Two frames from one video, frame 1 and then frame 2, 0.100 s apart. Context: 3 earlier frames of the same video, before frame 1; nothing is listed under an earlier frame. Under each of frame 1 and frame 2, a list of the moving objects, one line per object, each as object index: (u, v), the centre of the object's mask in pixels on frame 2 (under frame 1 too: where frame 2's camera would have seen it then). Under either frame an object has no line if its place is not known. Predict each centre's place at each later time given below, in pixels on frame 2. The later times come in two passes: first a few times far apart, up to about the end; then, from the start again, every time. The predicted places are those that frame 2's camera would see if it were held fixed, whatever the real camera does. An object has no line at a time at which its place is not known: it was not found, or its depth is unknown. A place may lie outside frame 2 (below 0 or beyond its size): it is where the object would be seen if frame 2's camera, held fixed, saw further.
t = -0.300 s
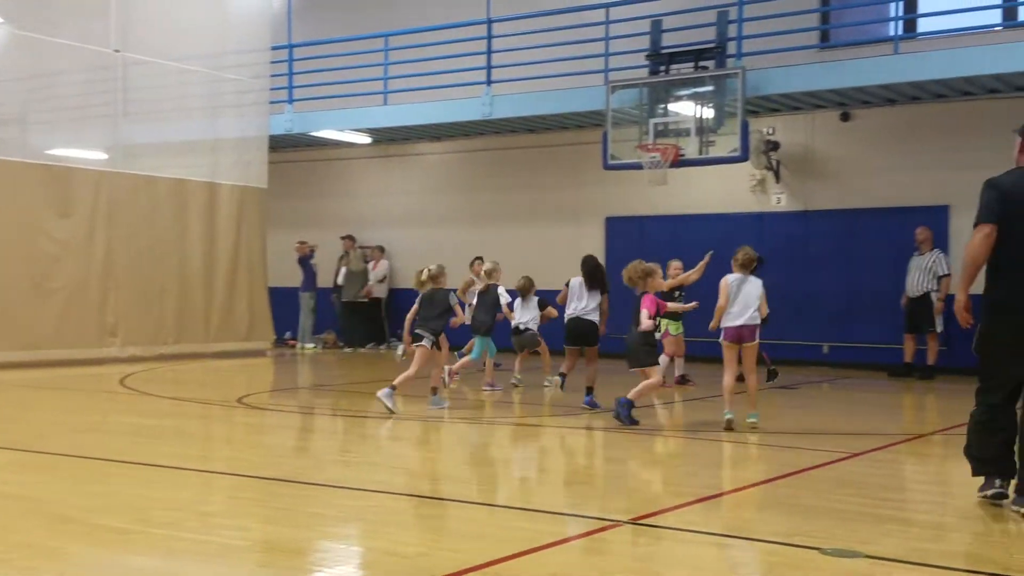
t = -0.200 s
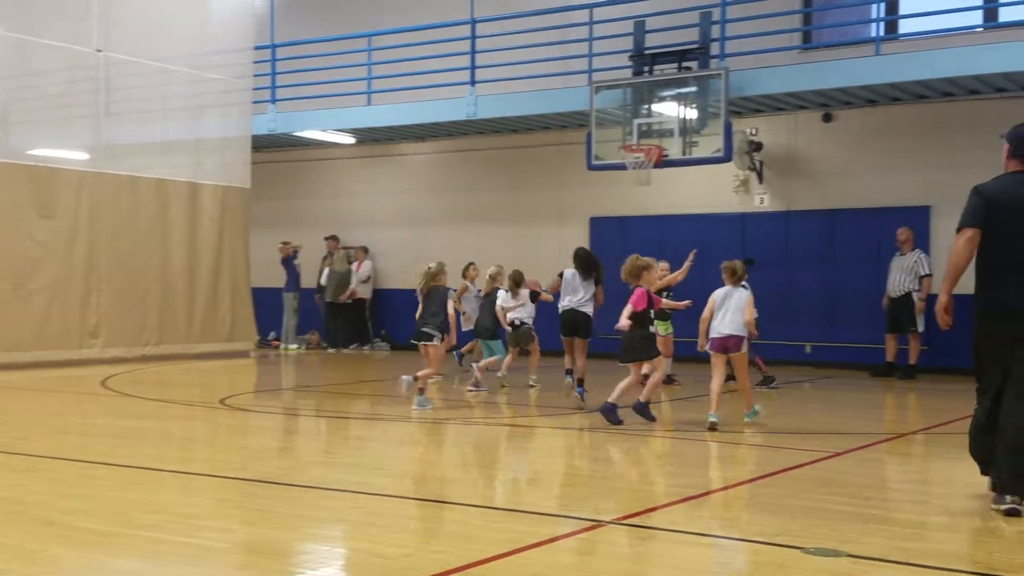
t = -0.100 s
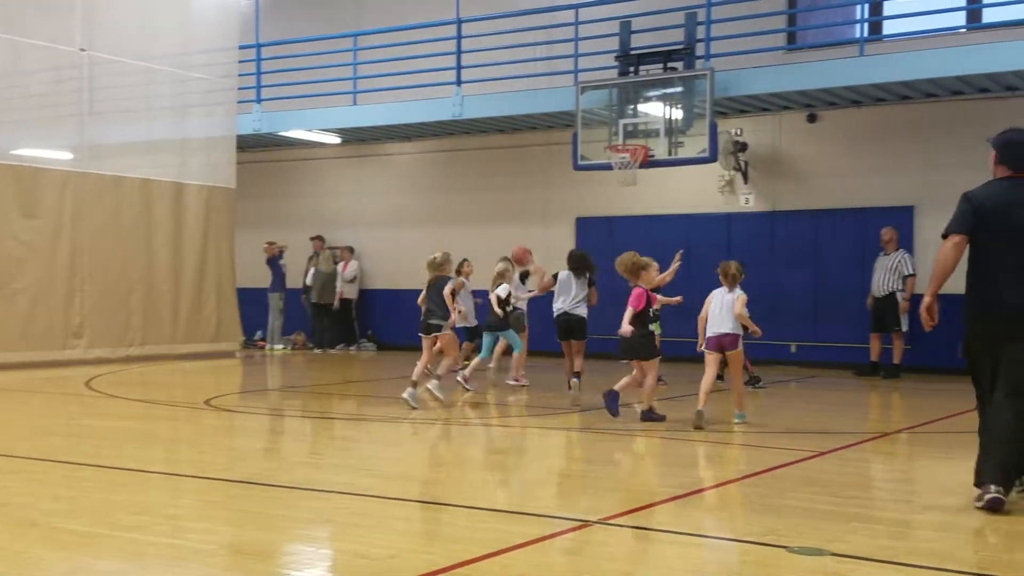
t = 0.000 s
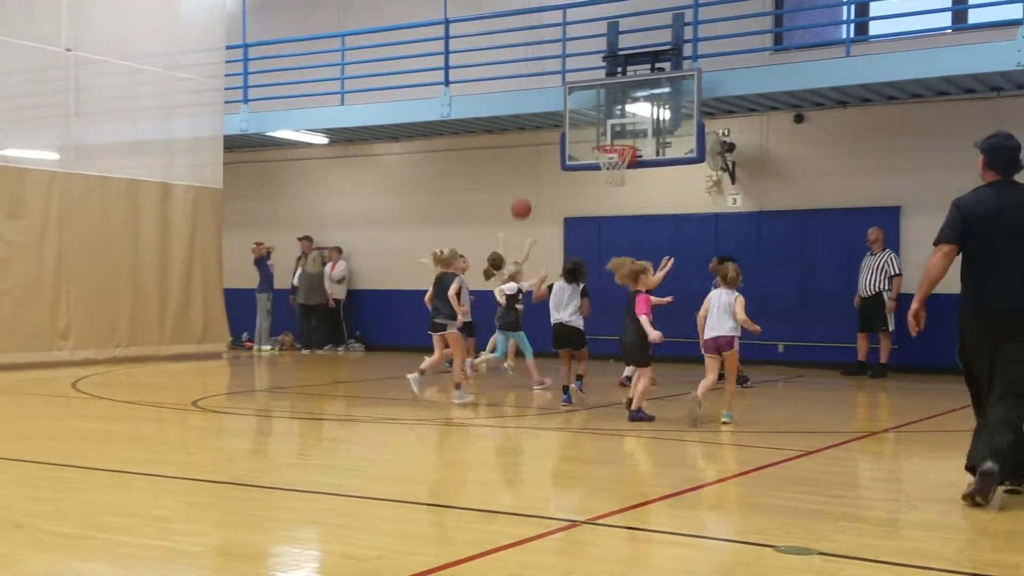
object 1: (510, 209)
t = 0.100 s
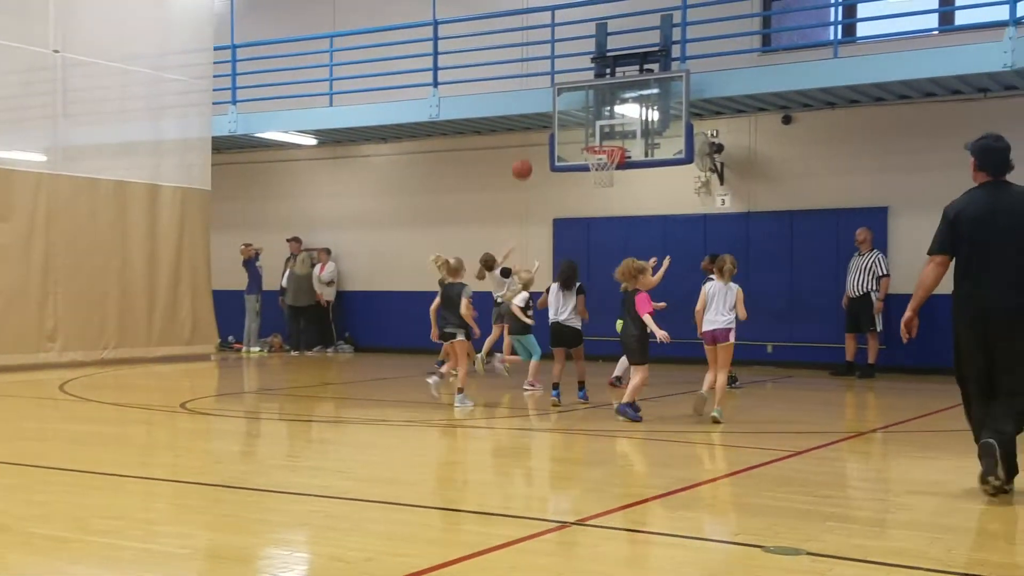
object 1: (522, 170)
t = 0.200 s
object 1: (532, 139)
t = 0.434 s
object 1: (557, 102)
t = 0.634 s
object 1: (576, 108)
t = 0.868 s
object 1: (600, 138)
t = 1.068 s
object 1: (634, 142)
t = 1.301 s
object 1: (664, 166)
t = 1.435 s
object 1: (675, 188)
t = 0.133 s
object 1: (525, 159)
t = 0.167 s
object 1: (529, 148)
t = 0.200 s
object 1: (532, 139)
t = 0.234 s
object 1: (536, 130)
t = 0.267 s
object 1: (539, 123)
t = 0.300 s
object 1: (542, 118)
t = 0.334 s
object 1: (547, 111)
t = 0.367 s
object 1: (550, 108)
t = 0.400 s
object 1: (553, 105)
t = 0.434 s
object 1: (557, 102)
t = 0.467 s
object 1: (560, 101)
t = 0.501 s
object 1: (563, 101)
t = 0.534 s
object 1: (566, 101)
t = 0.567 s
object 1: (570, 102)
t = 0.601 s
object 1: (573, 106)
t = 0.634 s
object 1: (576, 108)
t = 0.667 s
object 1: (578, 113)
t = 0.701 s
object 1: (582, 118)
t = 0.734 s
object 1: (585, 125)
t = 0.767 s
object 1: (588, 130)
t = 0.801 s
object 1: (590, 138)
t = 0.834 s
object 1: (595, 139)
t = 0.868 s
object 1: (600, 138)
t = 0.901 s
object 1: (606, 136)
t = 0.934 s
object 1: (611, 136)
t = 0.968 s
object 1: (618, 136)
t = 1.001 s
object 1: (623, 137)
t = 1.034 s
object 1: (629, 139)
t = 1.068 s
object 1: (634, 142)
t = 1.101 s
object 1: (639, 146)
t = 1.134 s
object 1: (646, 151)
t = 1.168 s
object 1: (652, 156)
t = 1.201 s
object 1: (656, 160)
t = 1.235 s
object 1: (658, 161)
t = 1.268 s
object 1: (661, 163)
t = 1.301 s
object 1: (664, 166)
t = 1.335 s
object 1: (667, 170)
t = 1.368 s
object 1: (670, 175)
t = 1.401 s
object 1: (673, 181)
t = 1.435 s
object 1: (675, 188)
